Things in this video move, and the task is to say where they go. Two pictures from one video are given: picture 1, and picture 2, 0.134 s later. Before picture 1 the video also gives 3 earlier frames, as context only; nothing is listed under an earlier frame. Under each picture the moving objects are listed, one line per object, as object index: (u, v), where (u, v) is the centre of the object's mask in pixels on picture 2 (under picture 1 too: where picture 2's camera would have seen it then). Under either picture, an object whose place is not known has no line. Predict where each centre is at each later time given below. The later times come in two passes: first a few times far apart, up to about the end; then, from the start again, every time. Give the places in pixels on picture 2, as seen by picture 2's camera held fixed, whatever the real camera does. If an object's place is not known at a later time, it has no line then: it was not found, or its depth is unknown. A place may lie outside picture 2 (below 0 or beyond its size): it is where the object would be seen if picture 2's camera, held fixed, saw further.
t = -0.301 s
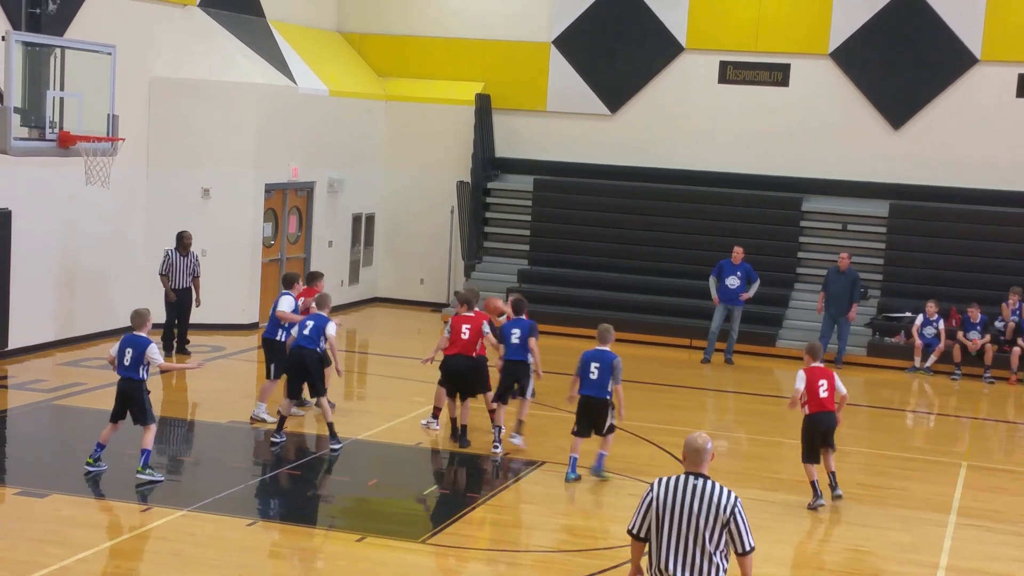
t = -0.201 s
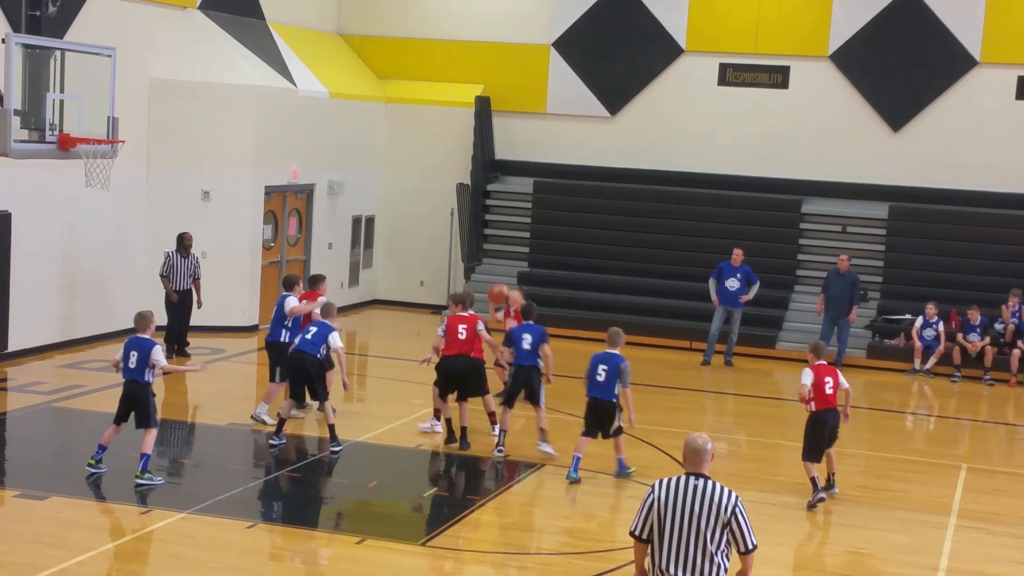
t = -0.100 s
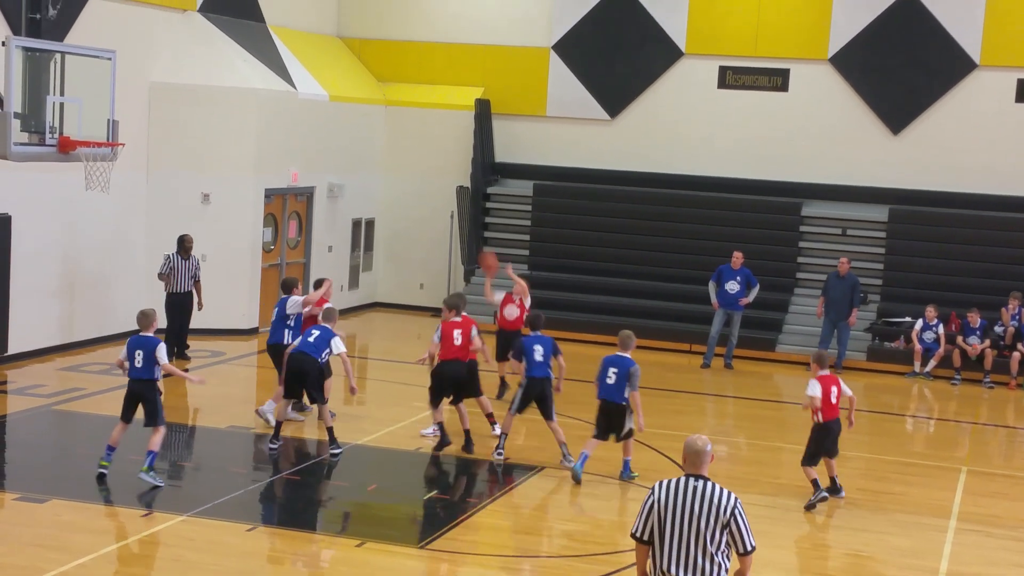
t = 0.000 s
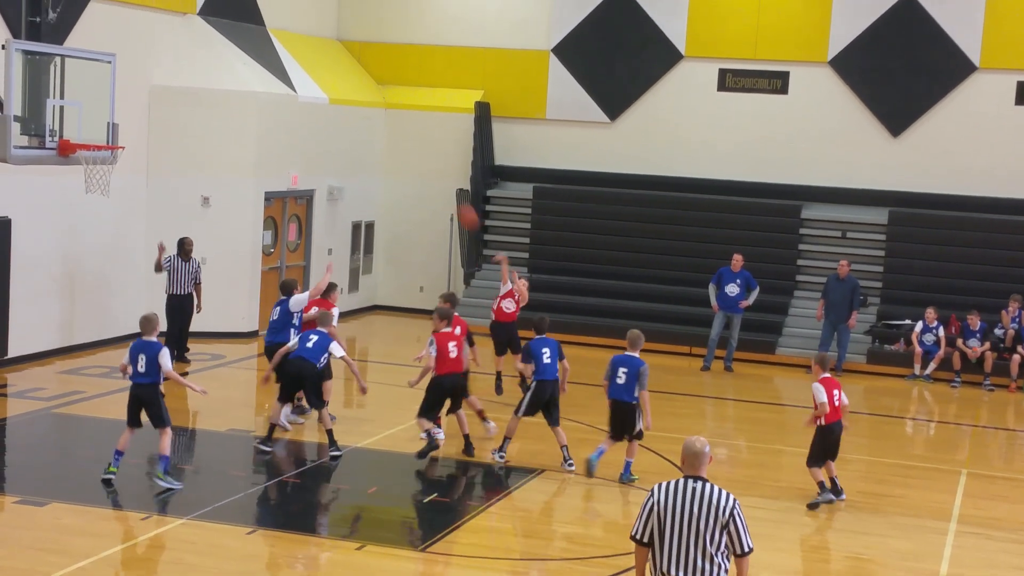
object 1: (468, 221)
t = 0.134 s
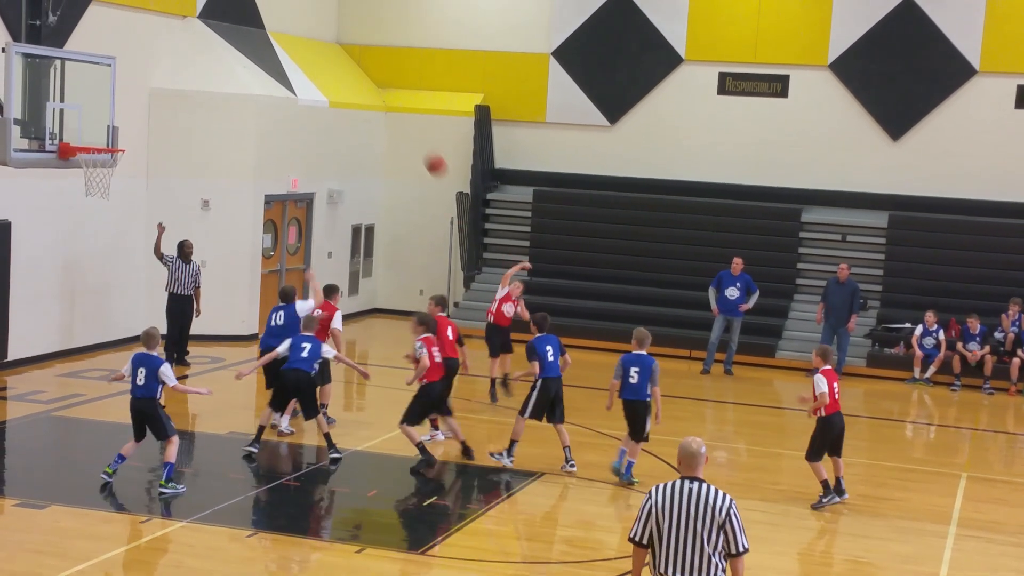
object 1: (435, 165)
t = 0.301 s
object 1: (393, 112)
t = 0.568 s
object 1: (315, 72)
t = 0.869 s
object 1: (217, 103)
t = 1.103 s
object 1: (130, 197)
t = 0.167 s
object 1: (427, 152)
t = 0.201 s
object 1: (419, 141)
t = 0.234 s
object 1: (410, 131)
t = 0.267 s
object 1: (401, 121)
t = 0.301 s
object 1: (393, 112)
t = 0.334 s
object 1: (384, 104)
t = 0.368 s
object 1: (375, 97)
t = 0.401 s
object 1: (365, 90)
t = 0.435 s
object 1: (355, 84)
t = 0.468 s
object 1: (346, 80)
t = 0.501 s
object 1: (336, 76)
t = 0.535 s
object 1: (326, 73)
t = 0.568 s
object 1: (315, 72)
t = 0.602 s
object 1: (306, 71)
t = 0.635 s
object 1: (295, 71)
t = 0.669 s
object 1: (283, 73)
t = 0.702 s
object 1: (274, 75)
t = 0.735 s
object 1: (263, 78)
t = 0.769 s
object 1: (250, 84)
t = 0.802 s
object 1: (239, 89)
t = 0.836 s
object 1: (228, 96)
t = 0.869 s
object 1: (217, 103)
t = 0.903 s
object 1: (205, 113)
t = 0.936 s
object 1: (193, 124)
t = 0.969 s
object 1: (180, 136)
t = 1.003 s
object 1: (169, 149)
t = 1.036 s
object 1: (155, 164)
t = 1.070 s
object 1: (143, 179)
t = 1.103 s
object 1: (130, 197)
